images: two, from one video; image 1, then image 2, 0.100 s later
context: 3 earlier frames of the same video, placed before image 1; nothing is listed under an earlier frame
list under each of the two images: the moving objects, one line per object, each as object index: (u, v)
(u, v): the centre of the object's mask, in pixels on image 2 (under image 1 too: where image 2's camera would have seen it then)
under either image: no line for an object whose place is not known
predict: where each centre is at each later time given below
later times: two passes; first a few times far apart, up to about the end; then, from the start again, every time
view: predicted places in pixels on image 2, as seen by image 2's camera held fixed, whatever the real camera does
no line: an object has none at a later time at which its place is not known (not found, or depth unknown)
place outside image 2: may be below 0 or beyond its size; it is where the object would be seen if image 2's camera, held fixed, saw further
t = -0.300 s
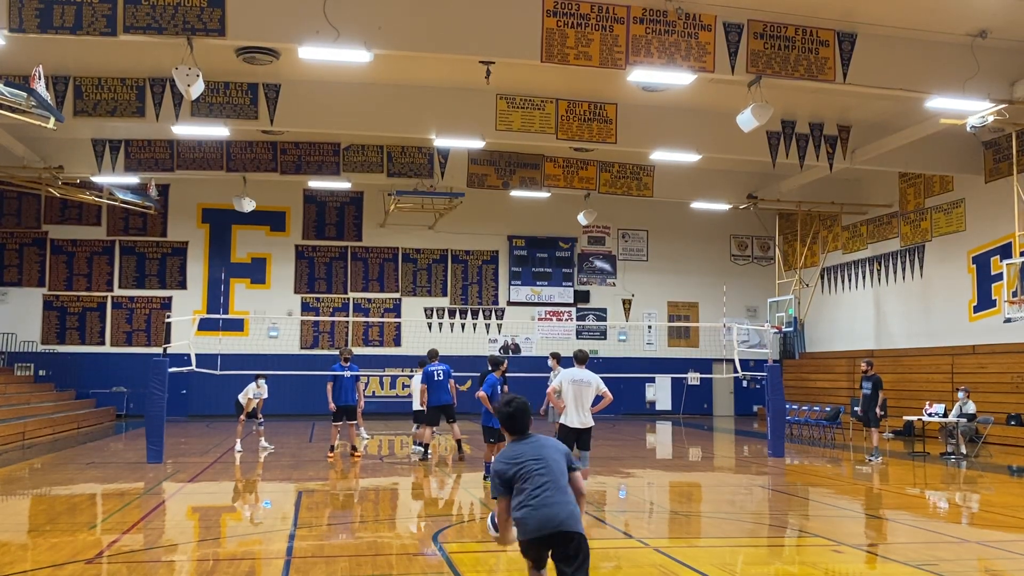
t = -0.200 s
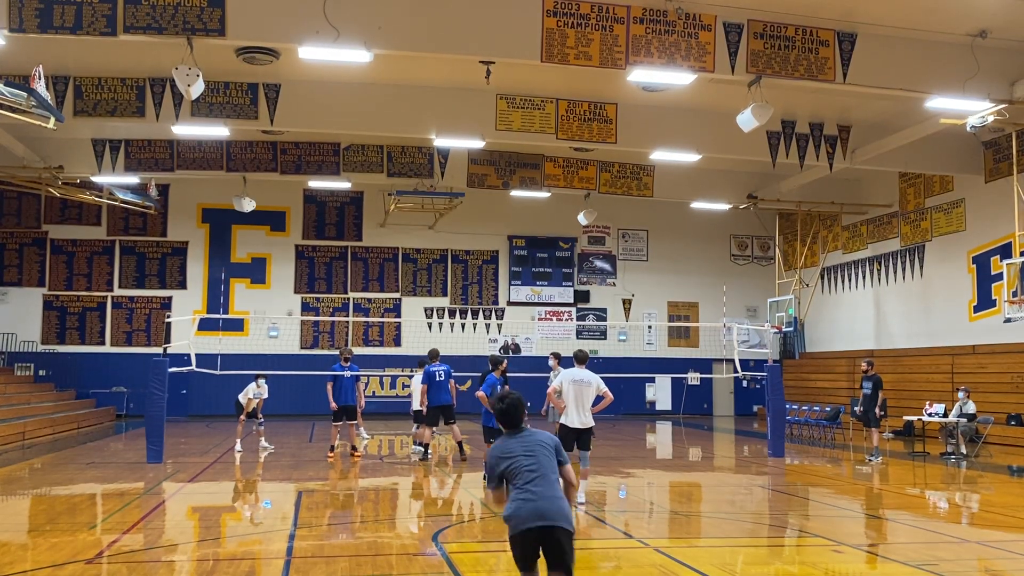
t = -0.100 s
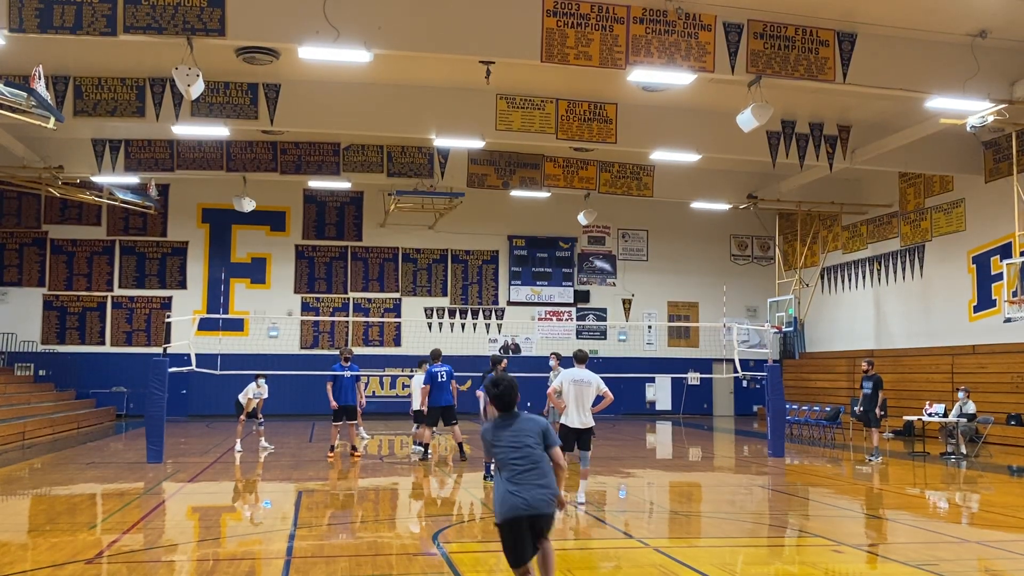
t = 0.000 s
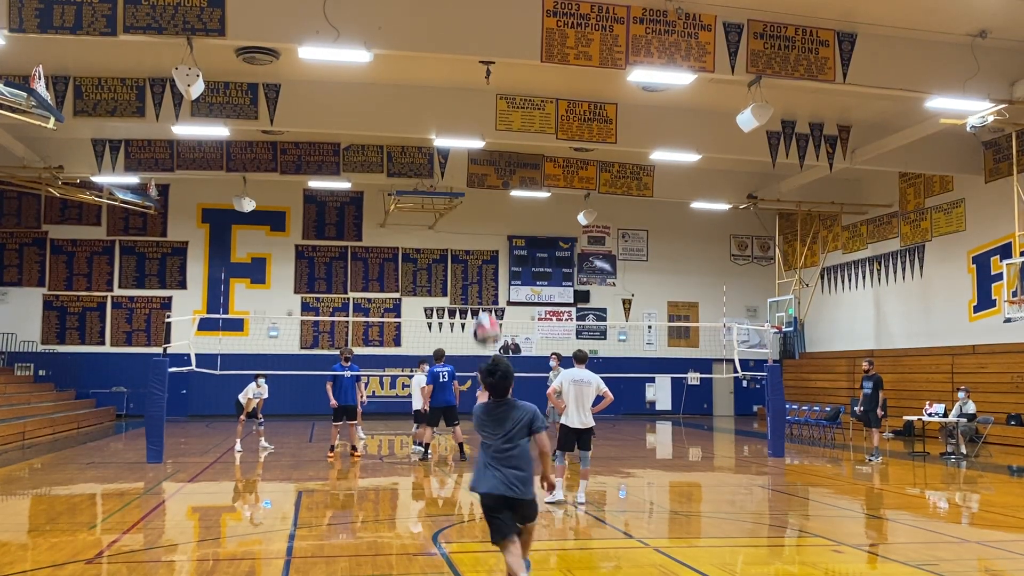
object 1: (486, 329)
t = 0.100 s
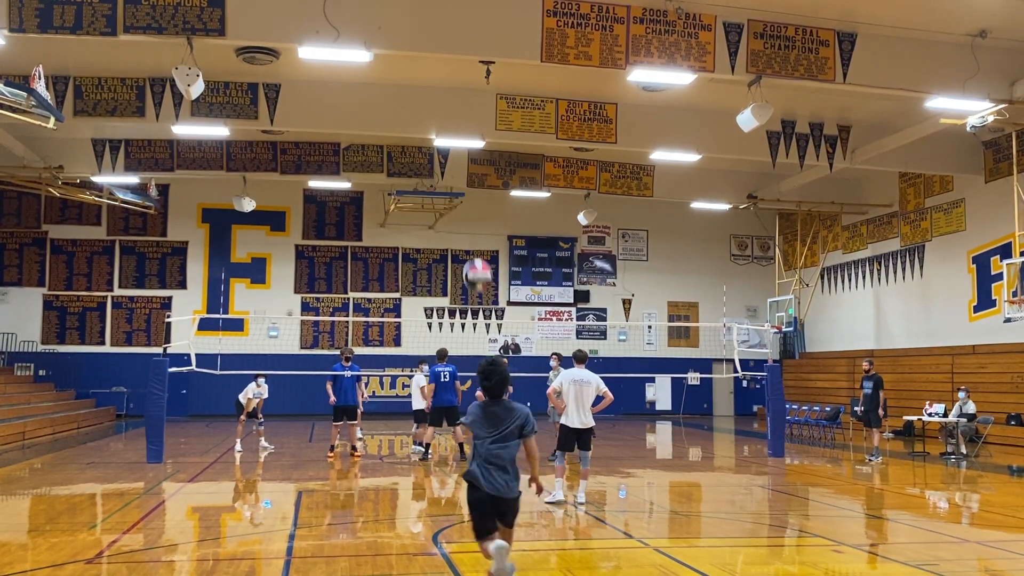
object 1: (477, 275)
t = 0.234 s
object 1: (467, 228)
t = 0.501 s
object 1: (448, 209)
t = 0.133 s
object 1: (474, 260)
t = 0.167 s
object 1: (472, 248)
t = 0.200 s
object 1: (469, 237)
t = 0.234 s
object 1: (467, 228)
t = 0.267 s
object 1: (464, 221)
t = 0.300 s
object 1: (462, 215)
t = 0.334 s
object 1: (459, 210)
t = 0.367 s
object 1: (457, 207)
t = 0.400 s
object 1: (455, 206)
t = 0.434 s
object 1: (452, 205)
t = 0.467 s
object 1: (450, 207)
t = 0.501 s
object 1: (448, 209)
